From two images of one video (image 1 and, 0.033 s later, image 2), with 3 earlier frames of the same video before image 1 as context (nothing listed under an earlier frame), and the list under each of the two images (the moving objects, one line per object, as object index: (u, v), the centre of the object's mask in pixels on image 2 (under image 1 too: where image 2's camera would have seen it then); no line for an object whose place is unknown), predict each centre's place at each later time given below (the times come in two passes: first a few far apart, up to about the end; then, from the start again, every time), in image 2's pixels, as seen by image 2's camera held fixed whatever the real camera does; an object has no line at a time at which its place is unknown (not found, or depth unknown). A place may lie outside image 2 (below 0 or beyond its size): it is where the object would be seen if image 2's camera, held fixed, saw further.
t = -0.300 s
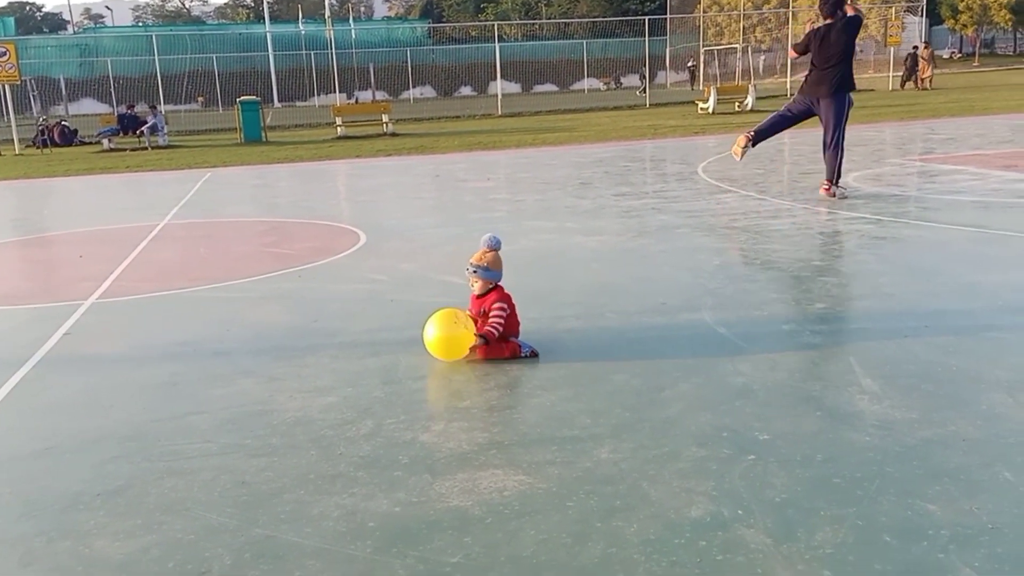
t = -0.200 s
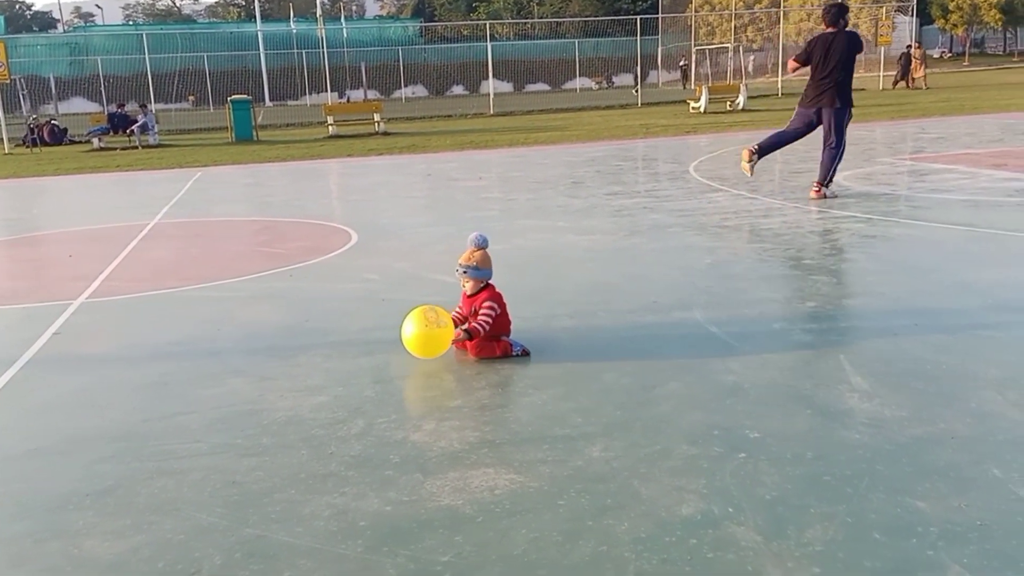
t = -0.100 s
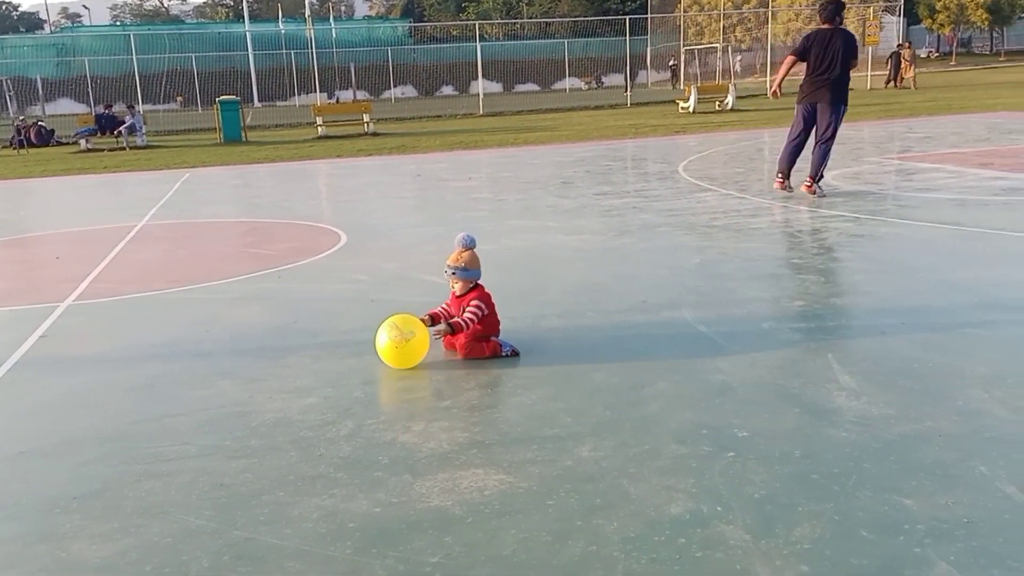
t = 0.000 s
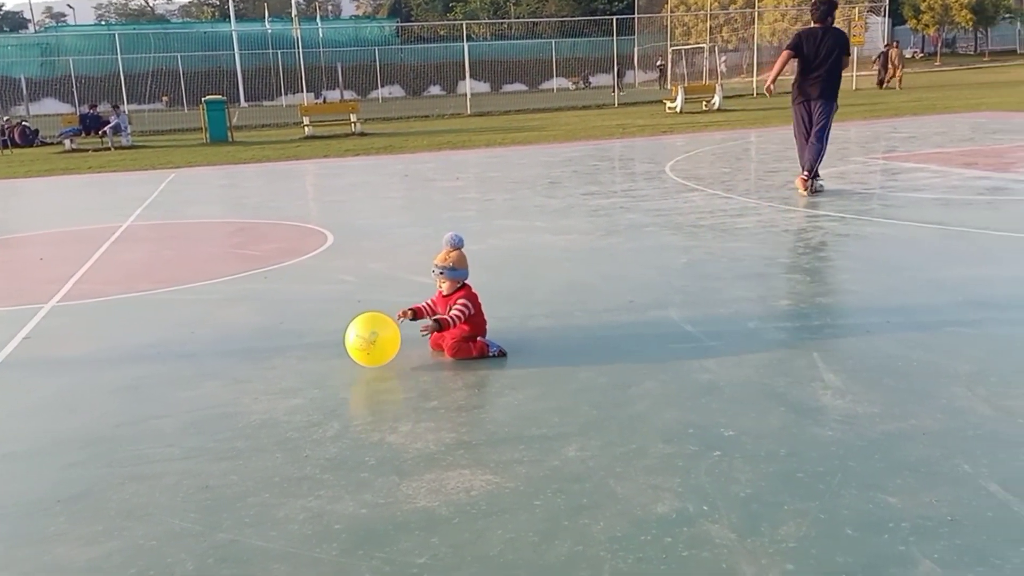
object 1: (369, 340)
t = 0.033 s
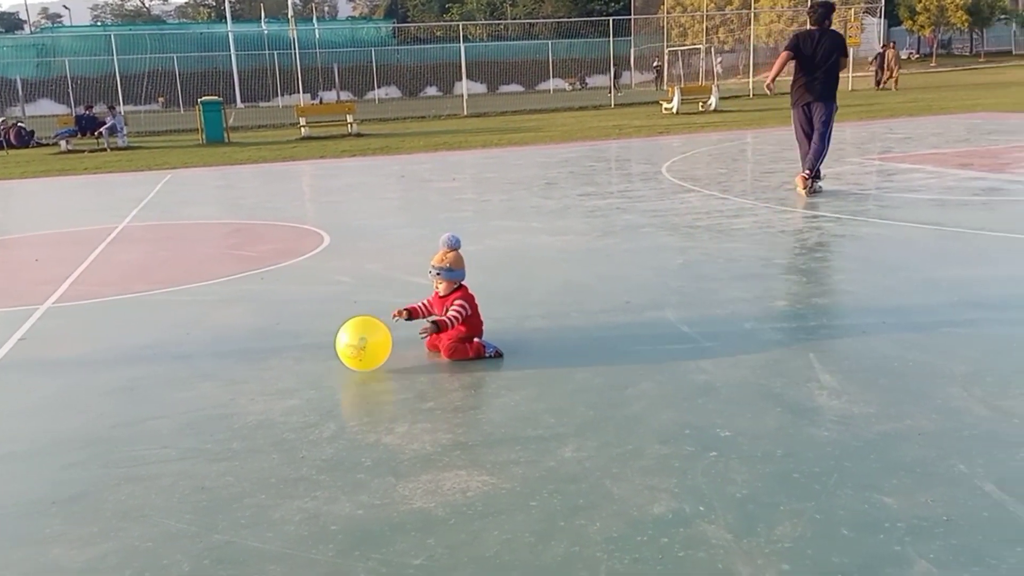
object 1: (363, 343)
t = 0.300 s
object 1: (325, 349)
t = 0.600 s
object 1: (290, 358)
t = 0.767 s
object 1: (270, 362)
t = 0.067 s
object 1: (359, 348)
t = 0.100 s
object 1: (353, 345)
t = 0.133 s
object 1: (348, 345)
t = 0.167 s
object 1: (343, 346)
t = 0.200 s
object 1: (338, 350)
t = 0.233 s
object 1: (334, 351)
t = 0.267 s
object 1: (329, 349)
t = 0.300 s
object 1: (325, 349)
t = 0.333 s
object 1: (320, 352)
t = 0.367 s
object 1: (316, 354)
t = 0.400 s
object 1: (312, 352)
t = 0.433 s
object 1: (308, 352)
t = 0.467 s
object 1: (305, 354)
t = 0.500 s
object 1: (301, 357)
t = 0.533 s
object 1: (297, 355)
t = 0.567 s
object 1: (293, 355)
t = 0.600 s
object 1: (290, 358)
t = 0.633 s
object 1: (286, 360)
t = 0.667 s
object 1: (282, 358)
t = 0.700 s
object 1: (278, 359)
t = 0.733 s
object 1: (274, 362)
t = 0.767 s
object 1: (270, 362)
